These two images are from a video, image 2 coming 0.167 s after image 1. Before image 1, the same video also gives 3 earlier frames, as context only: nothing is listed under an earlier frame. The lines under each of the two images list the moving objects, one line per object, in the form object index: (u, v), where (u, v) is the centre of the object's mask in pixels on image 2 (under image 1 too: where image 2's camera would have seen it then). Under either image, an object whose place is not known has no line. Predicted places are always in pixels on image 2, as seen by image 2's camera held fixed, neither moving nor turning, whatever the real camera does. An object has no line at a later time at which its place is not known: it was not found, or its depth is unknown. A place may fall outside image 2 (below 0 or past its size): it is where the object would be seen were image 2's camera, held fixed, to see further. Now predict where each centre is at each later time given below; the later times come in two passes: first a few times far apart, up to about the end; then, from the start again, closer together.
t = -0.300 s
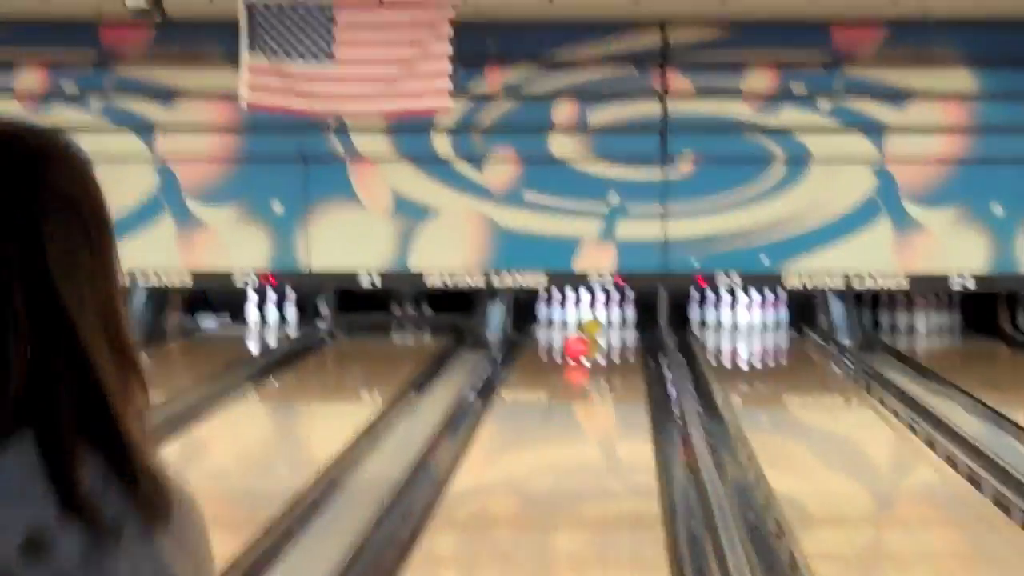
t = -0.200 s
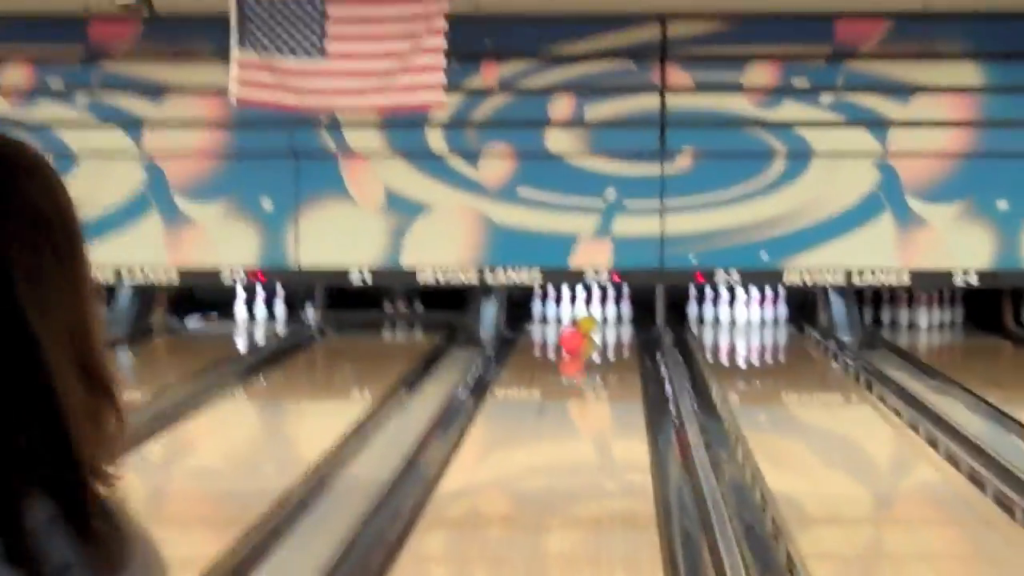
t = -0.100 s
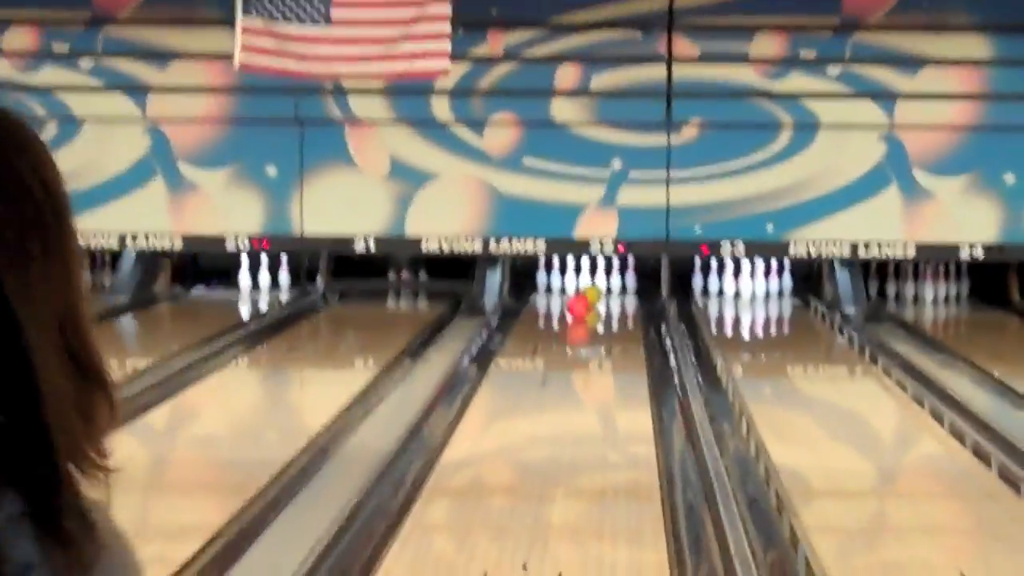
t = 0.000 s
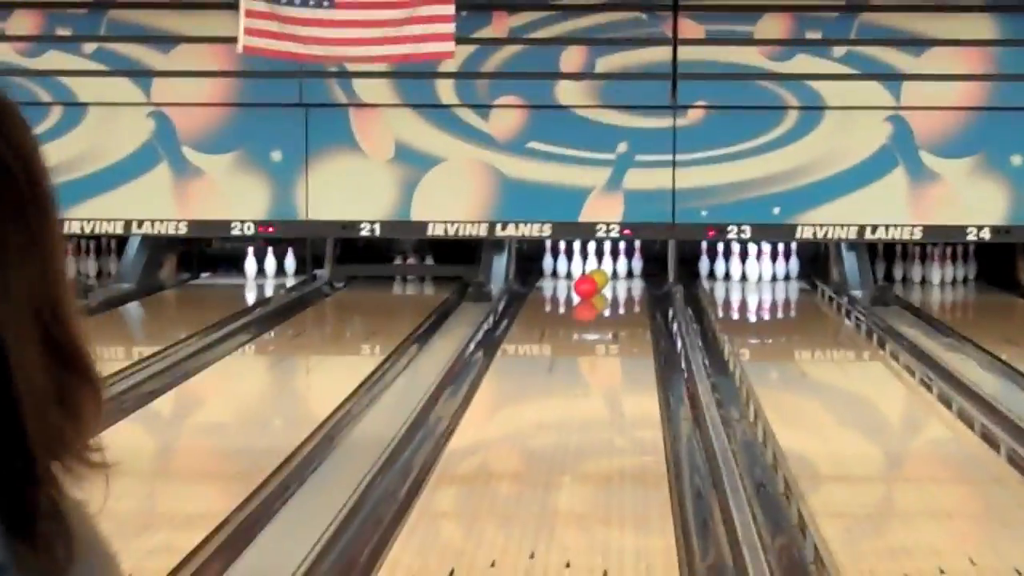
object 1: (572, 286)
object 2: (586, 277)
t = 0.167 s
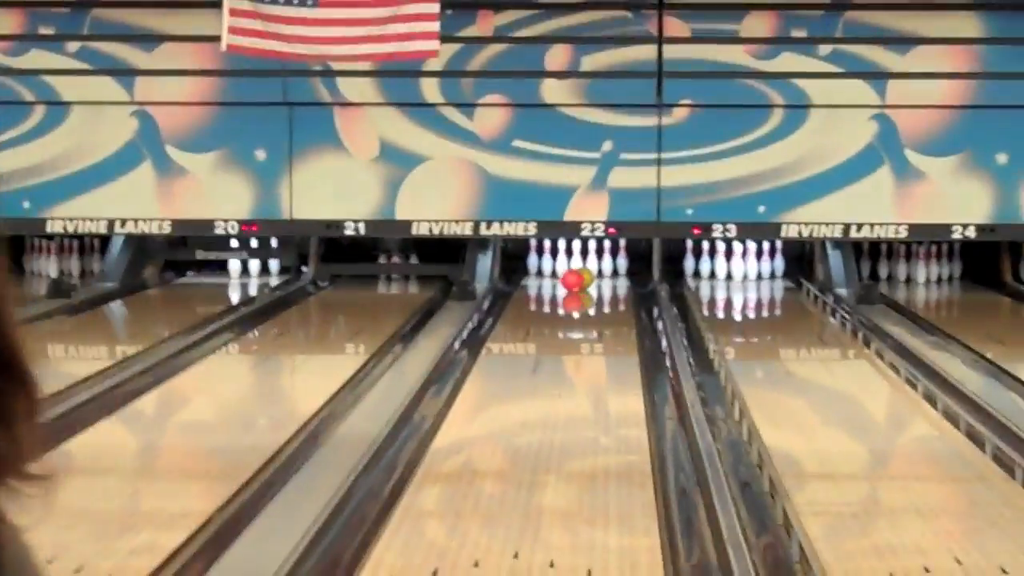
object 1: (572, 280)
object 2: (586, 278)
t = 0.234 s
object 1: (560, 276)
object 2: (592, 276)
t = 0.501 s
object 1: (513, 276)
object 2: (628, 269)
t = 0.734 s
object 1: (507, 282)
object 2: (641, 270)
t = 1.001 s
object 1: (509, 280)
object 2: (641, 270)
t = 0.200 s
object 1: (566, 279)
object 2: (588, 277)
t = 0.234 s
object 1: (560, 276)
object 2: (592, 276)
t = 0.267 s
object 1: (552, 275)
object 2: (596, 272)
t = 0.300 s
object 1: (547, 275)
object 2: (602, 272)
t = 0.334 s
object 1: (541, 276)
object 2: (607, 274)
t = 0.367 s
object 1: (535, 276)
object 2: (614, 271)
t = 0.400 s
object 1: (528, 277)
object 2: (616, 272)
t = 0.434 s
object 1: (522, 276)
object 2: (620, 271)
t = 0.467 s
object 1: (519, 274)
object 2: (626, 268)
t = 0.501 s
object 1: (513, 276)
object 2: (628, 269)
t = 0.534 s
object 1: (508, 279)
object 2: (632, 270)
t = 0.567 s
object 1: (505, 280)
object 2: (637, 269)
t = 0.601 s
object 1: (508, 279)
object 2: (640, 270)
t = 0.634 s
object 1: (508, 280)
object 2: (641, 273)
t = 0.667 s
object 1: (507, 280)
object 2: (640, 272)
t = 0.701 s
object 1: (507, 281)
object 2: (640, 272)
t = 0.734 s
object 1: (507, 282)
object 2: (641, 270)
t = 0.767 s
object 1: (507, 281)
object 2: (641, 271)
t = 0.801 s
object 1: (507, 281)
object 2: (642, 271)
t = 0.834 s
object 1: (507, 281)
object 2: (642, 272)
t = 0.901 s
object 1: (507, 281)
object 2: (641, 270)
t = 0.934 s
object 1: (508, 280)
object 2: (641, 270)
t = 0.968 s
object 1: (509, 280)
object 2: (641, 270)
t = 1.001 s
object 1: (509, 280)
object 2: (641, 270)
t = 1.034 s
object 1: (510, 280)
